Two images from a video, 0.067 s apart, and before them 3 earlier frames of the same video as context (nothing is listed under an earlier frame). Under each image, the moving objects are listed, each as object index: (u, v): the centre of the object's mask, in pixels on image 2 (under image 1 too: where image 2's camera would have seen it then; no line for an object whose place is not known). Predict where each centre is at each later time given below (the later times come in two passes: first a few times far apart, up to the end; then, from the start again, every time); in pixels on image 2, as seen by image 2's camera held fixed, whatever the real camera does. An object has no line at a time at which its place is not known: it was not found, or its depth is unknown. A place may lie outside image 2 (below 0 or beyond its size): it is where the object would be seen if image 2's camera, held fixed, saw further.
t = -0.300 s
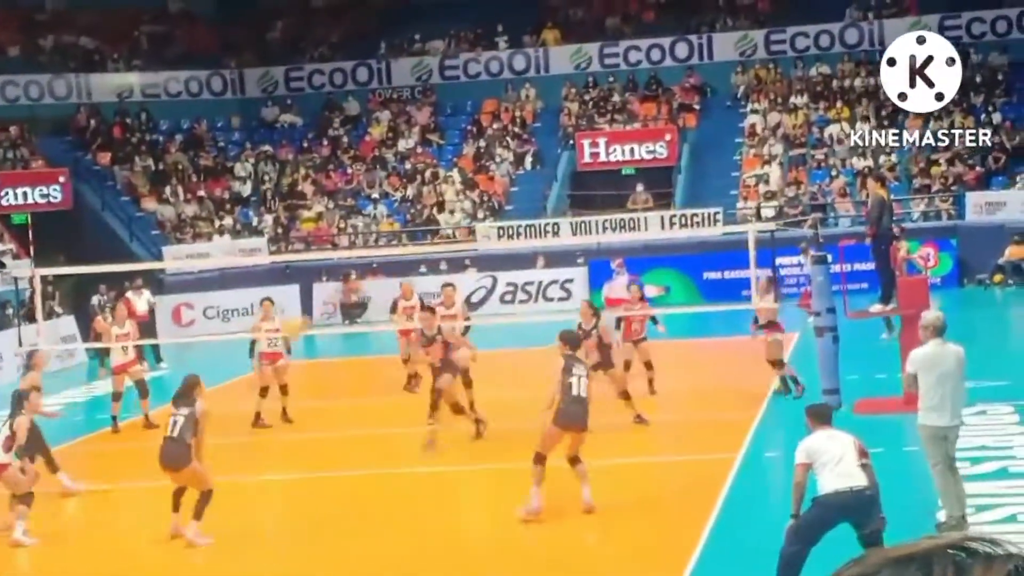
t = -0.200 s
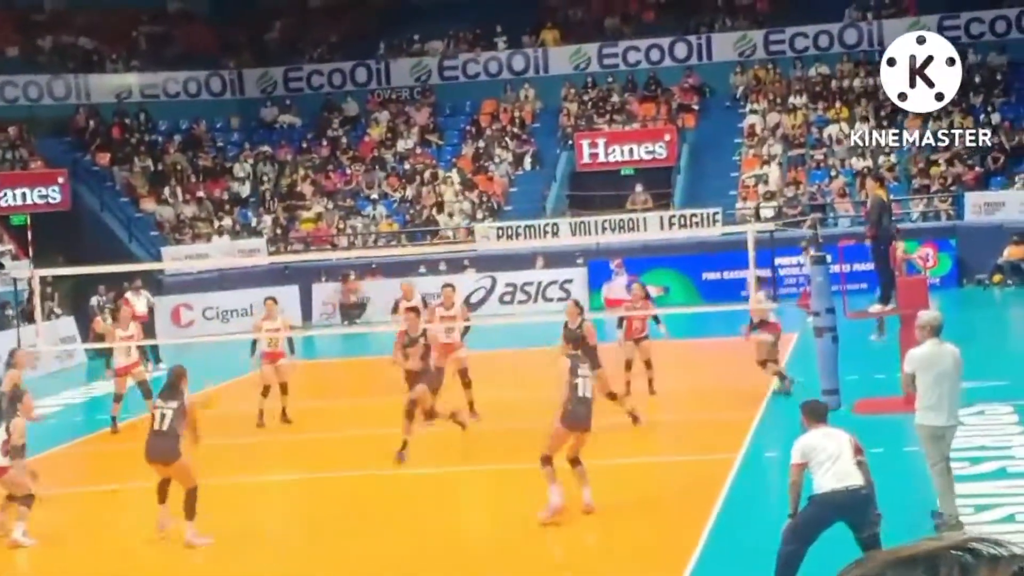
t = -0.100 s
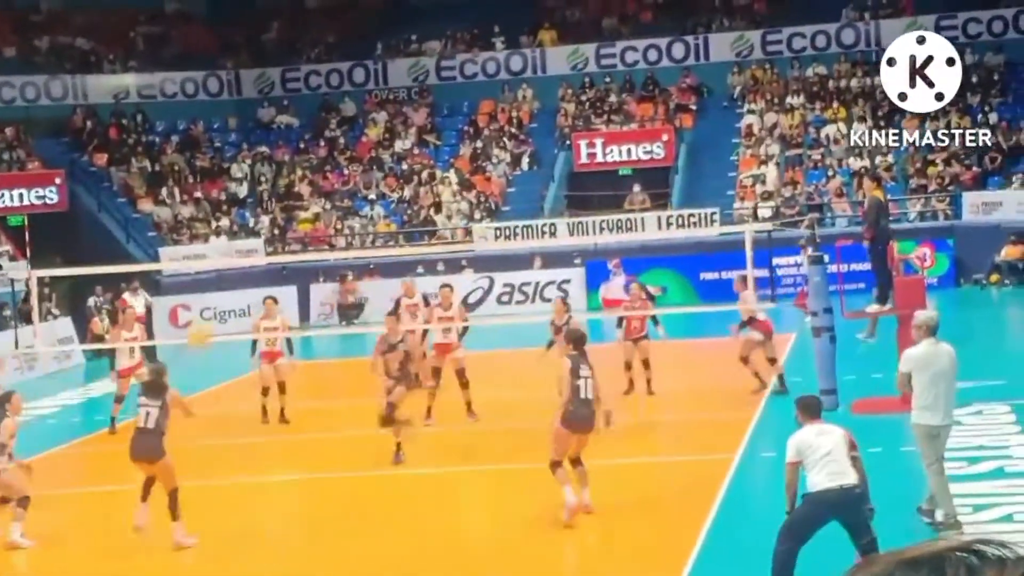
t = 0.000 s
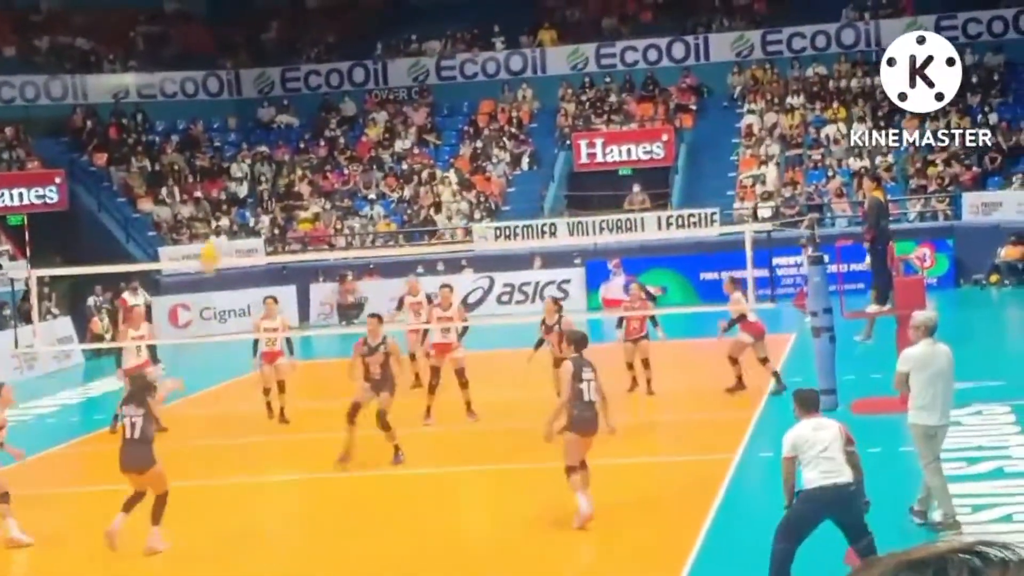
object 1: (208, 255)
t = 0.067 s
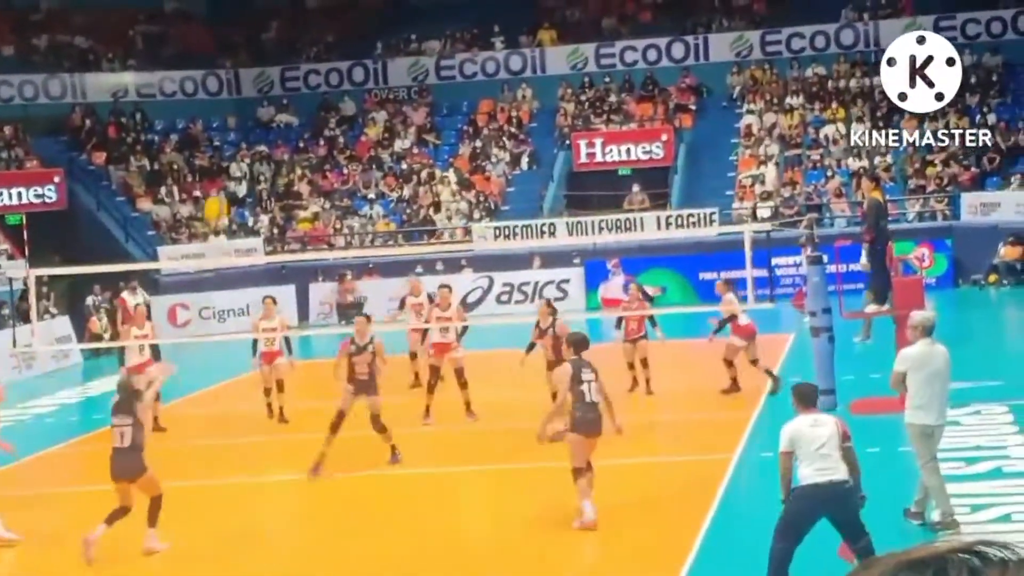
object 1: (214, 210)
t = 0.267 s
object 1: (237, 109)
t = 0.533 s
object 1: (270, 42)
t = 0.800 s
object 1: (306, 49)
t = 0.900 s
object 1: (320, 69)
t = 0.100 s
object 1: (219, 190)
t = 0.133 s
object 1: (222, 170)
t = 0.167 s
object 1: (226, 153)
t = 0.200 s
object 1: (230, 136)
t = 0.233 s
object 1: (234, 122)
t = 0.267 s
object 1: (237, 109)
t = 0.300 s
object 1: (241, 96)
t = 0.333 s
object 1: (246, 84)
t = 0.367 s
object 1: (251, 74)
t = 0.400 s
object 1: (255, 65)
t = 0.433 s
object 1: (259, 57)
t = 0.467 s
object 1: (262, 51)
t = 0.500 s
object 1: (266, 46)
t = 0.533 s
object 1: (270, 42)
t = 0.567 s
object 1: (274, 38)
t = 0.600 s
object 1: (278, 37)
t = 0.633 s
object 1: (283, 37)
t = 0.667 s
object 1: (288, 37)
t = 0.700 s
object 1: (292, 38)
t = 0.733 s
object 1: (297, 41)
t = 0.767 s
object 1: (302, 45)
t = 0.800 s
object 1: (306, 49)
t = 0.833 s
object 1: (310, 54)
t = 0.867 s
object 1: (315, 61)
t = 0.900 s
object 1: (320, 69)
